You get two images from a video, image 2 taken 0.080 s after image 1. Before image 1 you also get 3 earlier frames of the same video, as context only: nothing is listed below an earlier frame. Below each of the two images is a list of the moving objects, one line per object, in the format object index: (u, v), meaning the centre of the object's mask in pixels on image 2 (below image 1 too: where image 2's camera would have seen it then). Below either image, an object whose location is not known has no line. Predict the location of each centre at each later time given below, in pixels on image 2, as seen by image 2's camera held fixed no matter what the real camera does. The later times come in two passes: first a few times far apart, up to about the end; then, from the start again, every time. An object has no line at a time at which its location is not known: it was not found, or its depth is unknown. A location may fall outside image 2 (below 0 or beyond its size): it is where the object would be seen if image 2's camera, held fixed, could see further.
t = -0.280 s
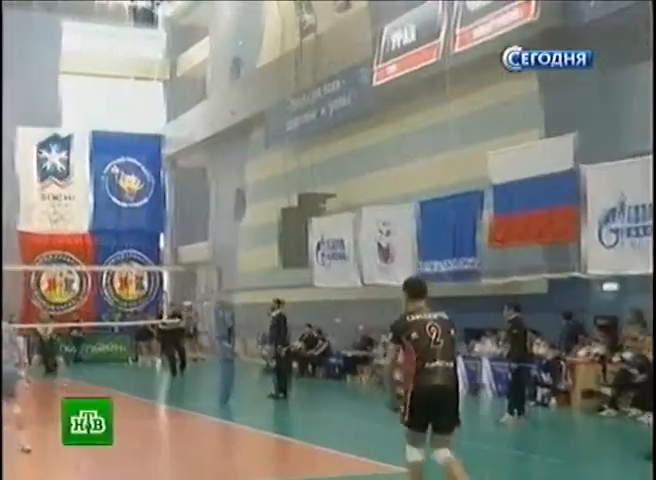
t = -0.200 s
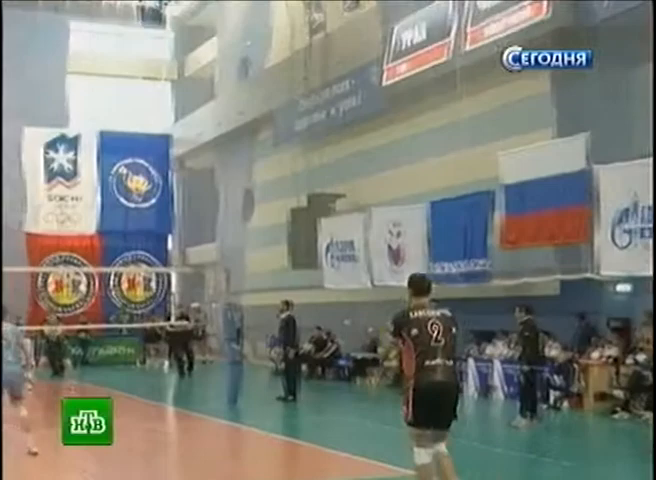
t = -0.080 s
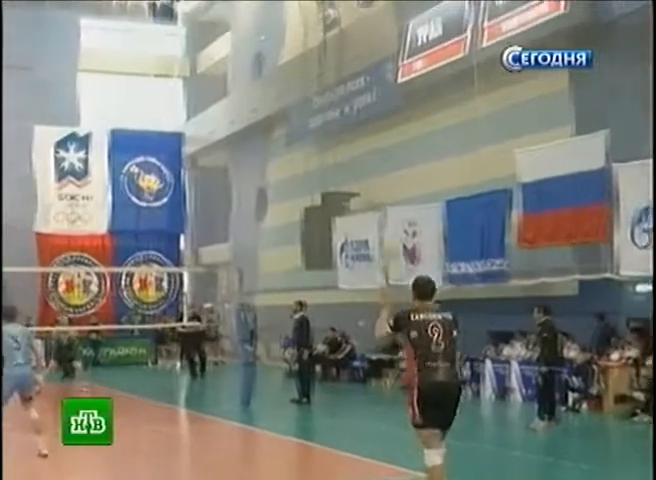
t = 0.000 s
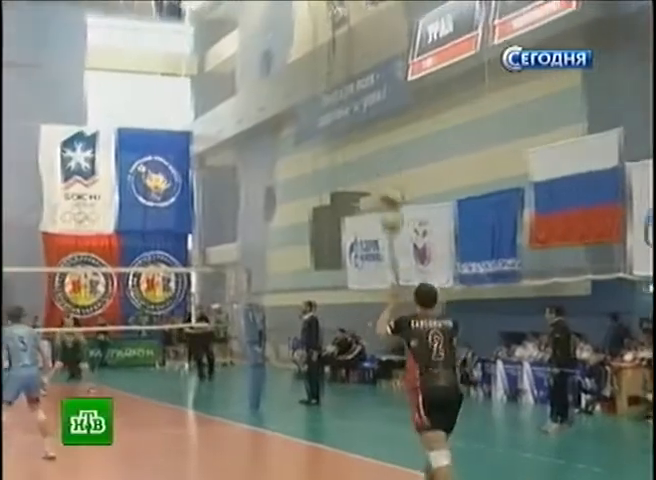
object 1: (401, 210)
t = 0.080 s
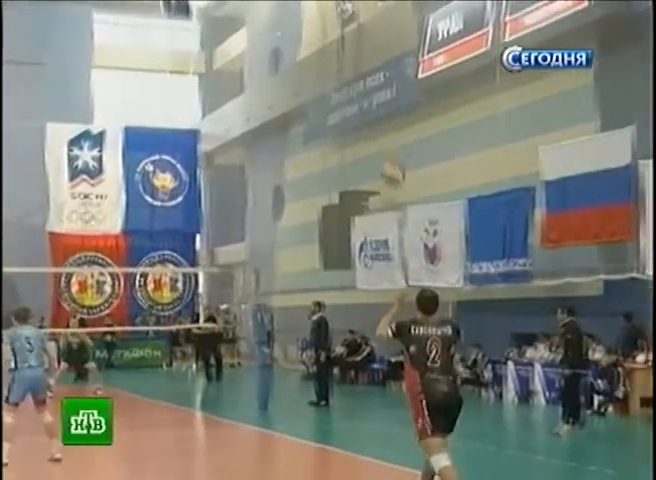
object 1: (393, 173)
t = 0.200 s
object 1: (380, 118)
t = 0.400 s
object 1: (359, 85)
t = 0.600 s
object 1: (340, 88)
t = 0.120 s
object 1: (389, 149)
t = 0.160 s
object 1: (385, 133)
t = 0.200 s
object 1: (380, 118)
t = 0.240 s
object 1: (375, 105)
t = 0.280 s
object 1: (371, 97)
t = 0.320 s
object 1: (368, 94)
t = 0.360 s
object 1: (363, 88)
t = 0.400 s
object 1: (359, 85)
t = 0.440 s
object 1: (355, 82)
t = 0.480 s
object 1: (351, 81)
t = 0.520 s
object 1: (348, 82)
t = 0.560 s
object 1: (344, 84)
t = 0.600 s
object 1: (340, 88)
